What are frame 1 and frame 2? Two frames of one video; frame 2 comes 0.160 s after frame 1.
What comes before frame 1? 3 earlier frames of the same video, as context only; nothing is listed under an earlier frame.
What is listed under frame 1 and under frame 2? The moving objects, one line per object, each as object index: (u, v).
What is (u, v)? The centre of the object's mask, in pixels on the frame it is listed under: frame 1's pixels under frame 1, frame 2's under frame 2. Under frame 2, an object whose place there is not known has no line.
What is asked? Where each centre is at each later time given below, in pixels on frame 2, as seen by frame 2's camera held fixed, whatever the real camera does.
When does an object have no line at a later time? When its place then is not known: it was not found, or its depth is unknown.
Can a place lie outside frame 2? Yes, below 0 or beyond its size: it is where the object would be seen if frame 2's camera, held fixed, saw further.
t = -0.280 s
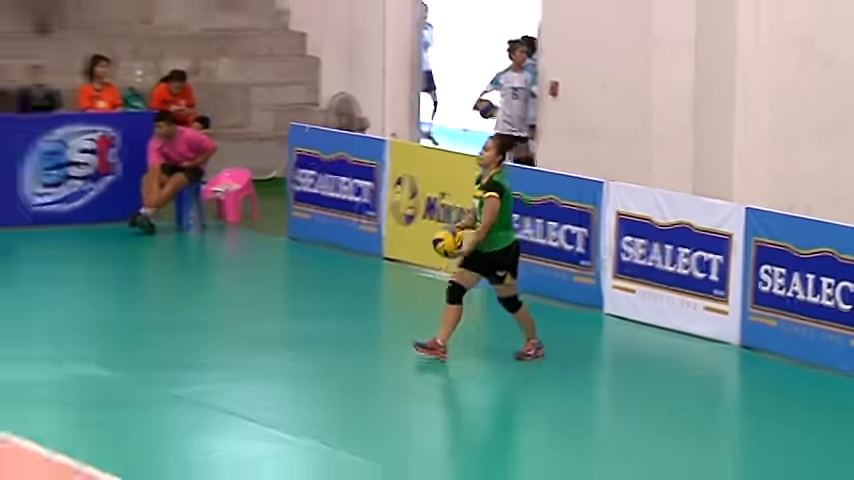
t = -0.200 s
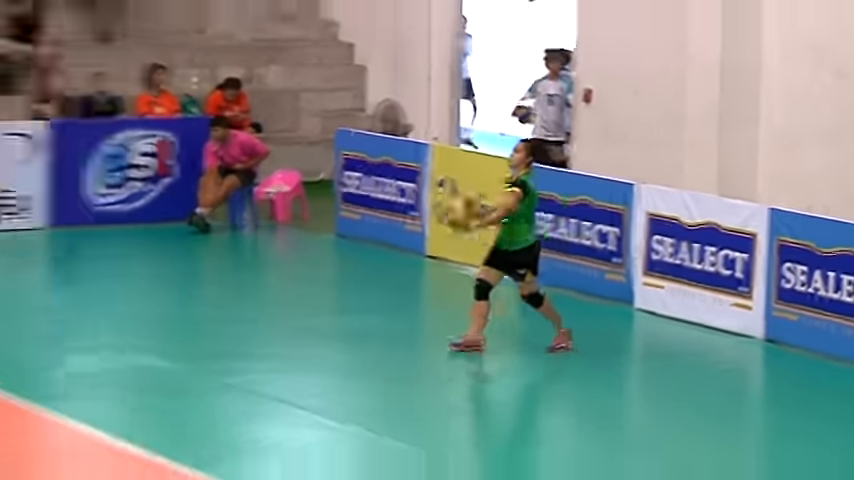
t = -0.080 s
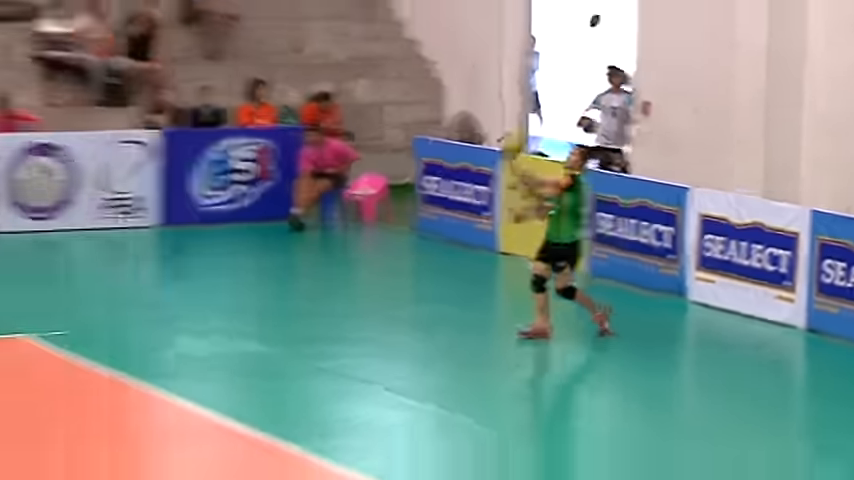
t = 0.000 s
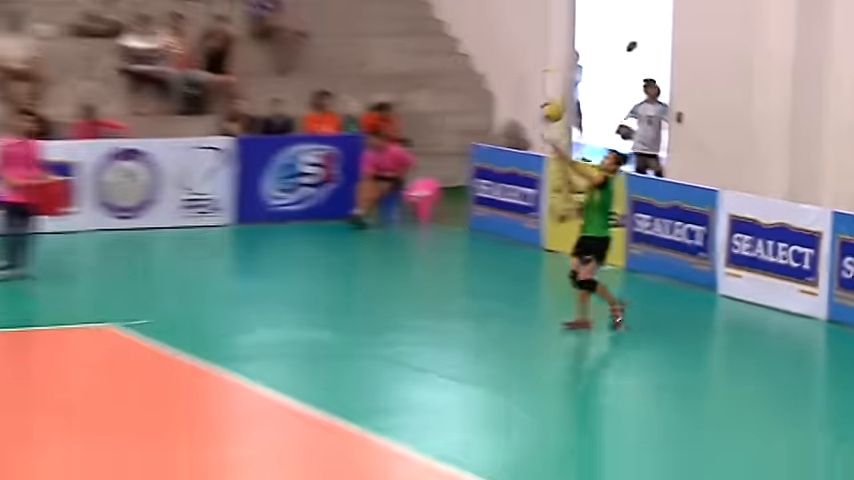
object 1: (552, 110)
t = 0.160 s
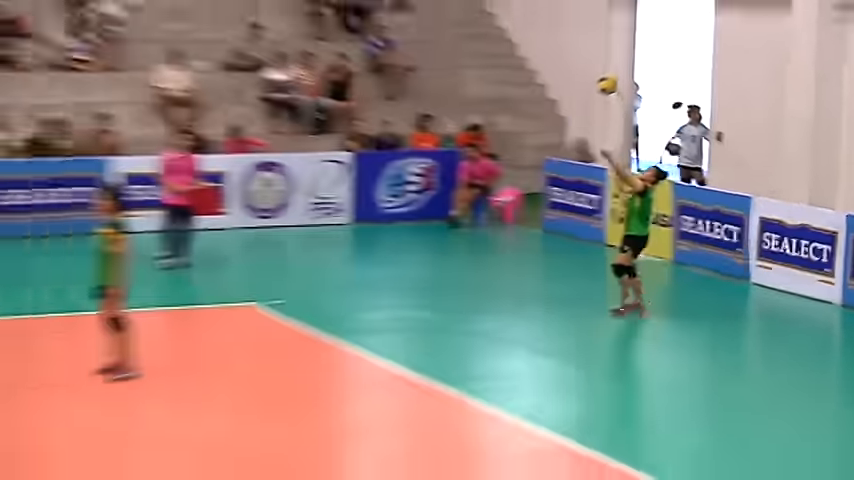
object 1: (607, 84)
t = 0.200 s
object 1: (605, 78)
